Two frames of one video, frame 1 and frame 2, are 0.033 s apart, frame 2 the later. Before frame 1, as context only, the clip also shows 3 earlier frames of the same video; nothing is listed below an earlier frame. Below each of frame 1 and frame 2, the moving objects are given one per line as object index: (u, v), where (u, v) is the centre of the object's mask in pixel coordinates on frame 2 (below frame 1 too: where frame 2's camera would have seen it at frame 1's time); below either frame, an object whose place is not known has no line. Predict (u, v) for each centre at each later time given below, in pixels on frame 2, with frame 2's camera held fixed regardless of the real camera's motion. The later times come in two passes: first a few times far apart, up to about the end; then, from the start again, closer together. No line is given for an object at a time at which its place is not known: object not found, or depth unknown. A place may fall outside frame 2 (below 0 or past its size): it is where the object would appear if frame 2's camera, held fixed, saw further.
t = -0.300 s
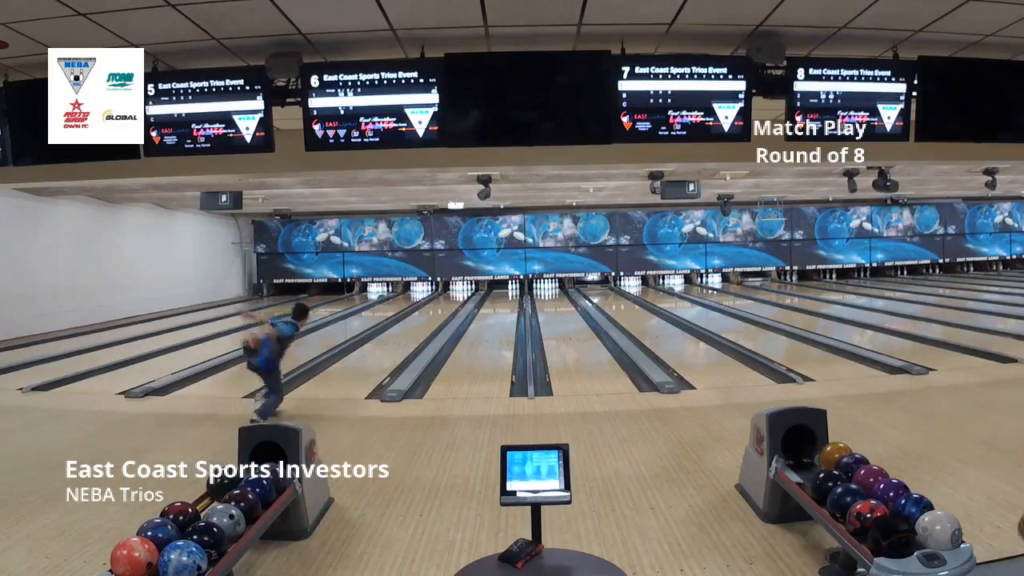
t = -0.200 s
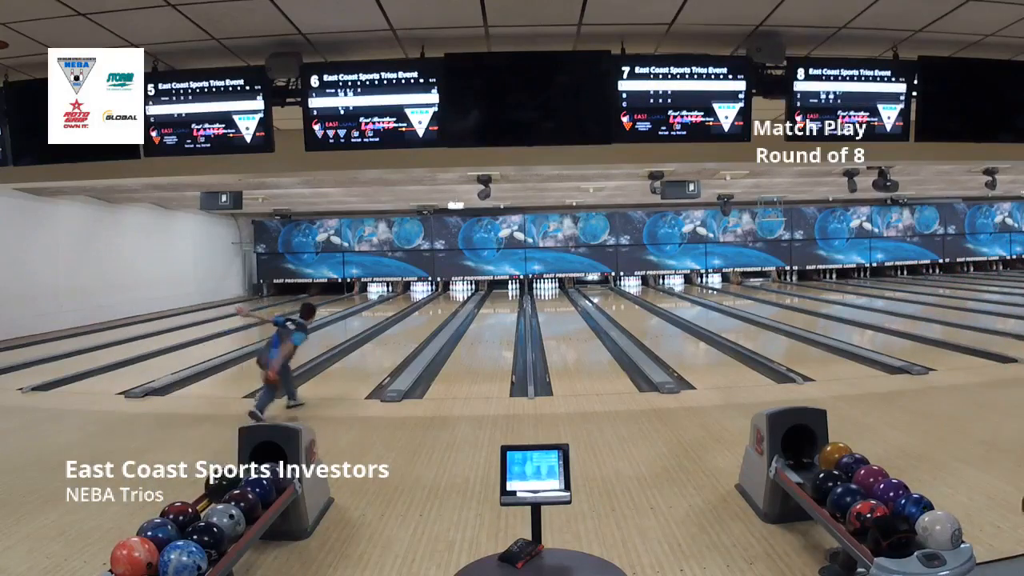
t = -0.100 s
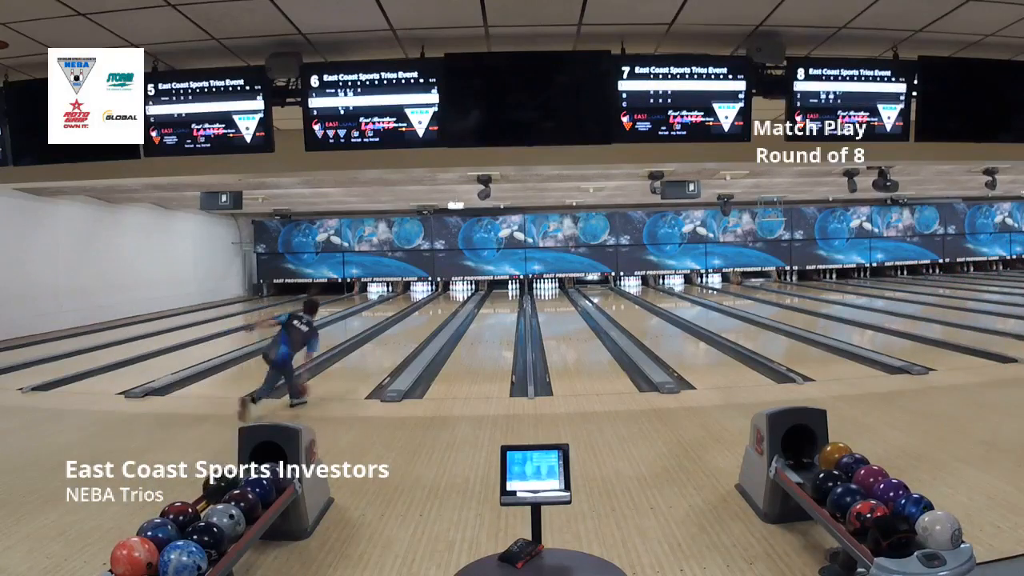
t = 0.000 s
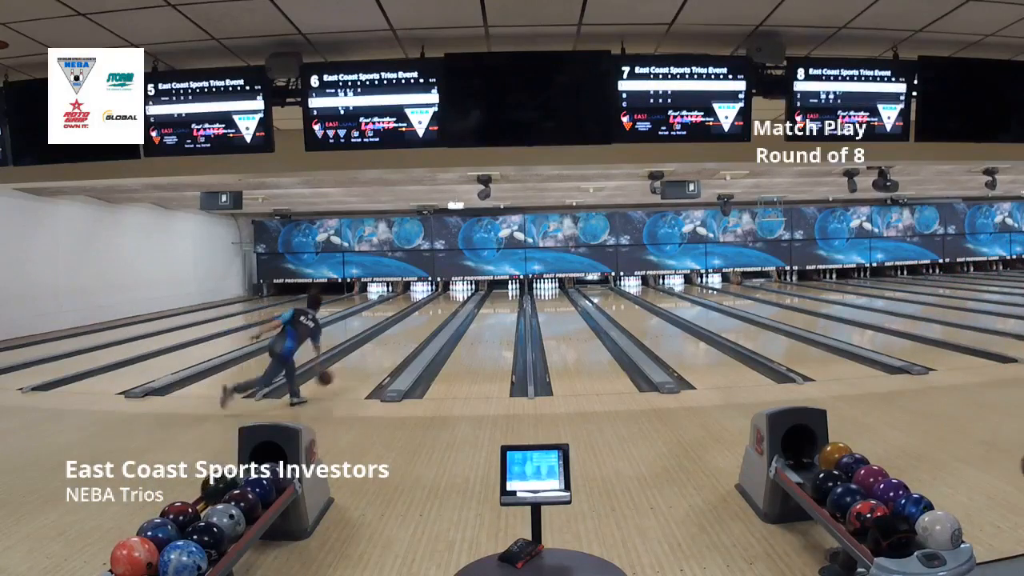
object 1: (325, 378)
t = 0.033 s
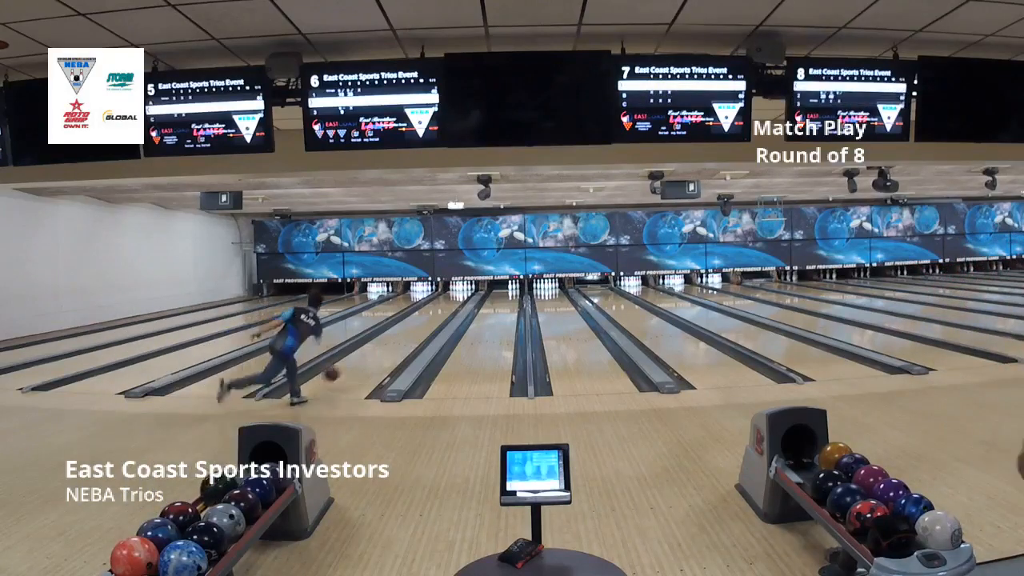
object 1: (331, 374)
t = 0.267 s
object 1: (369, 356)
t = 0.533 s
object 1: (399, 338)
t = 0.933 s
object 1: (428, 319)
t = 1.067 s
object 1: (434, 314)
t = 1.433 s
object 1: (449, 304)
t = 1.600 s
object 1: (453, 300)
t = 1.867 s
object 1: (459, 296)
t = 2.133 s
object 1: (461, 293)
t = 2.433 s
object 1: (463, 289)
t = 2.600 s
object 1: (468, 287)
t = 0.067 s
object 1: (338, 369)
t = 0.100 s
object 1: (344, 366)
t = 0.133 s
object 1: (349, 365)
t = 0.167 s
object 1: (355, 364)
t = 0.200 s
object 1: (360, 363)
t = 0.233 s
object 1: (365, 359)
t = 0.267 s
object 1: (369, 356)
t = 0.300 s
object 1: (374, 354)
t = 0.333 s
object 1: (378, 352)
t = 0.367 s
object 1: (382, 349)
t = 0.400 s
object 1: (386, 347)
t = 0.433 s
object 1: (389, 344)
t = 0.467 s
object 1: (392, 342)
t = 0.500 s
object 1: (396, 340)
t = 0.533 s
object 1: (399, 338)
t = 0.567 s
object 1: (402, 336)
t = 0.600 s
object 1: (405, 334)
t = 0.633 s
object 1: (407, 332)
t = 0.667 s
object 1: (410, 331)
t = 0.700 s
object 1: (412, 329)
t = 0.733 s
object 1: (415, 327)
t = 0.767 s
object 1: (417, 326)
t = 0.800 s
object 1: (419, 324)
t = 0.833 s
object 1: (422, 323)
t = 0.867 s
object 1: (424, 322)
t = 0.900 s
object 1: (426, 320)
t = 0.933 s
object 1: (428, 319)
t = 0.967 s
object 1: (429, 318)
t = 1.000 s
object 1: (431, 317)
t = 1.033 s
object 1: (433, 315)
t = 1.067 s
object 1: (434, 314)
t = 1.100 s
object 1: (436, 313)
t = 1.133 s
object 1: (438, 312)
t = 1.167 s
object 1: (439, 311)
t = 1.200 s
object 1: (440, 310)
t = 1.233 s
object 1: (442, 309)
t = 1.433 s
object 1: (449, 304)
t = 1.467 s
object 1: (450, 303)
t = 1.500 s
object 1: (451, 303)
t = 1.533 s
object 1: (452, 302)
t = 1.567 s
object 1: (453, 301)
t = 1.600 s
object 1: (453, 300)
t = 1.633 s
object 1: (455, 300)
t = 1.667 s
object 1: (455, 299)
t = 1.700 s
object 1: (456, 299)
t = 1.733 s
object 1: (456, 298)
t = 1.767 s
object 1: (458, 297)
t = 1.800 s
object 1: (458, 297)
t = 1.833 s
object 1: (459, 296)
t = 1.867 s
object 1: (459, 296)
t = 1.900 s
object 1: (460, 295)
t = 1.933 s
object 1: (460, 295)
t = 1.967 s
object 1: (460, 295)
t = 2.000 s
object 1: (460, 295)
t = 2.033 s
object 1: (461, 293)
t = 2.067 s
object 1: (461, 293)
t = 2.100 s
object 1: (461, 294)
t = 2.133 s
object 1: (461, 293)
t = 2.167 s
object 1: (461, 293)
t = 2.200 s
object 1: (462, 292)
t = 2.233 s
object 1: (462, 291)
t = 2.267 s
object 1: (462, 291)
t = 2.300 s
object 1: (462, 291)
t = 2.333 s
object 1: (462, 291)
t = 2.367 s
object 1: (462, 291)
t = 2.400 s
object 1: (462, 290)
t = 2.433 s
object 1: (463, 289)
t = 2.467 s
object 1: (463, 289)
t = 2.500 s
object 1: (463, 289)
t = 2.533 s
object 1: (464, 288)
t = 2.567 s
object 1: (465, 287)
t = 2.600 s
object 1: (468, 287)
